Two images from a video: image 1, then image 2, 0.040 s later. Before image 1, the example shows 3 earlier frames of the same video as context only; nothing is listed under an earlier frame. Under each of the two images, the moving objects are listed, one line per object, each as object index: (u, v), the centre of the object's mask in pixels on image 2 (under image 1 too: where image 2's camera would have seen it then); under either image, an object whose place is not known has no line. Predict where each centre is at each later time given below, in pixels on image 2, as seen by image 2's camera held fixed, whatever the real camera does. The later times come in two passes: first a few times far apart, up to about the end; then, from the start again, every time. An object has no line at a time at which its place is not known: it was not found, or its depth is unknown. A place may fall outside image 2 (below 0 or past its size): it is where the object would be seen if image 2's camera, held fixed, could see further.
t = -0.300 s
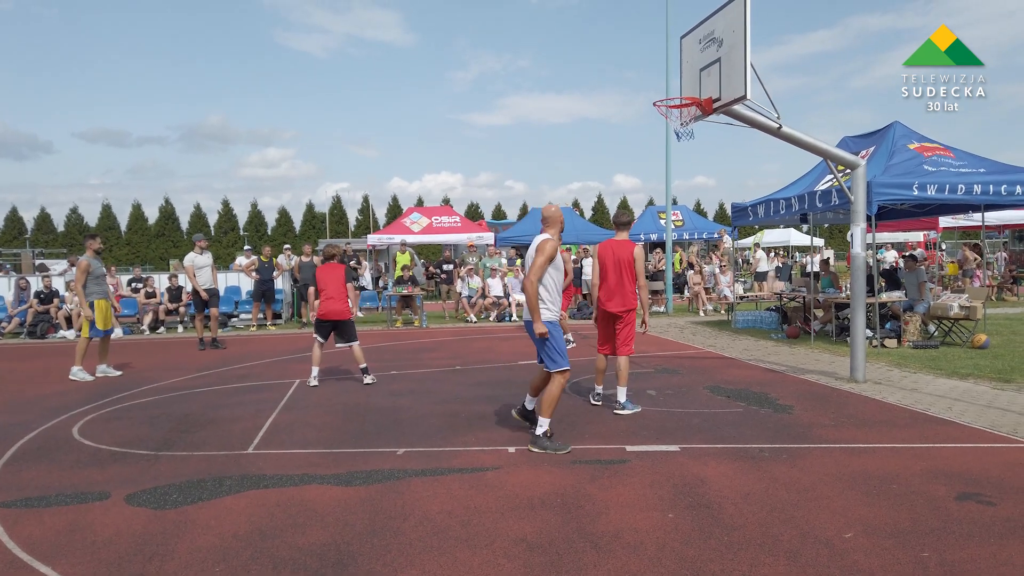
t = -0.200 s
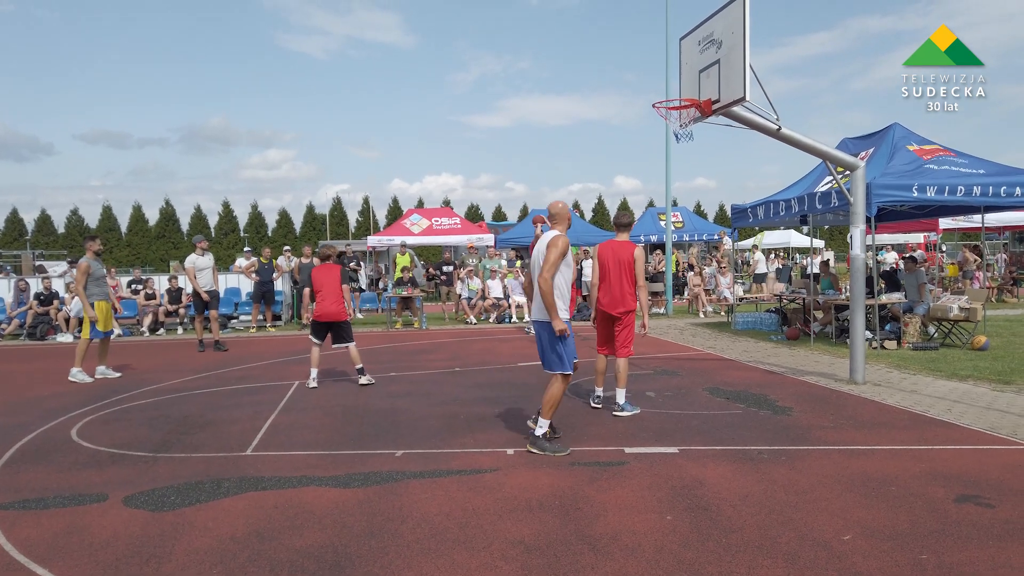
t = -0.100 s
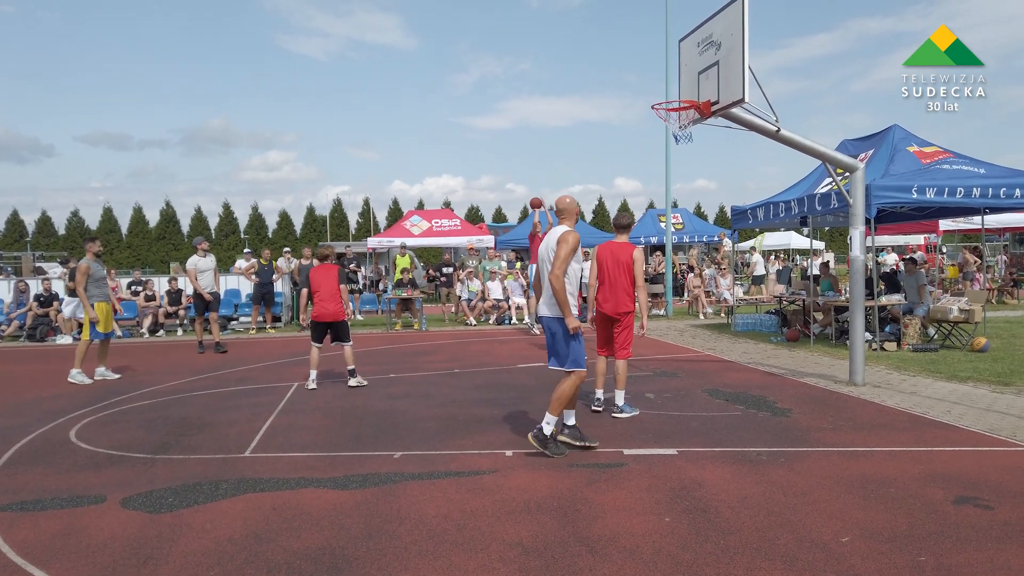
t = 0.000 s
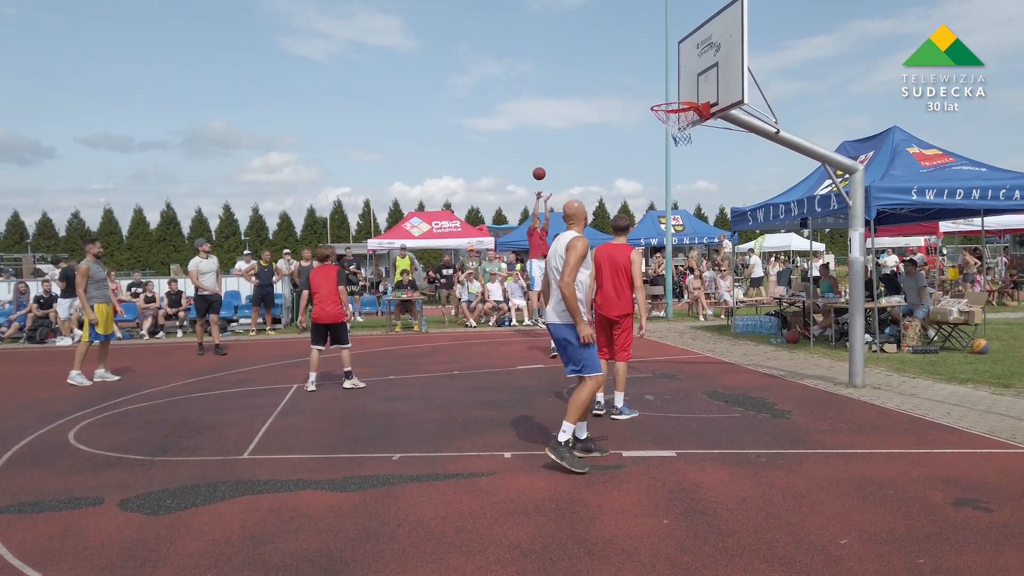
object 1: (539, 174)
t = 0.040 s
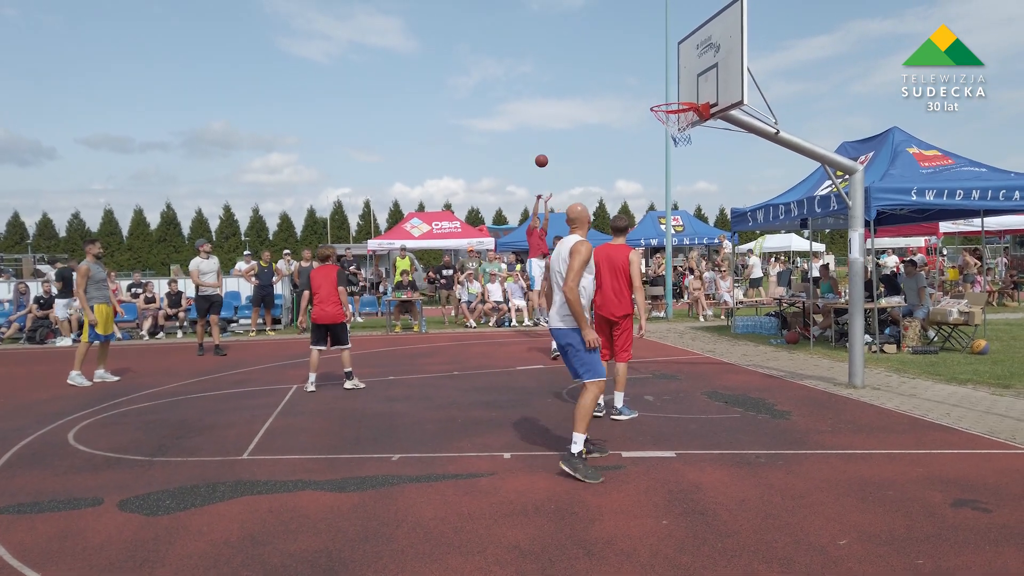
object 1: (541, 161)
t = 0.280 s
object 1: (560, 91)
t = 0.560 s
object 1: (586, 40)
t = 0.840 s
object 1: (622, 36)
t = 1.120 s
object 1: (670, 100)
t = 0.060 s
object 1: (543, 154)
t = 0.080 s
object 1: (544, 148)
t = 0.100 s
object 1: (545, 141)
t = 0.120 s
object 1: (547, 135)
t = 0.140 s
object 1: (549, 129)
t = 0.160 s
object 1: (550, 124)
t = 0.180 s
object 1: (552, 118)
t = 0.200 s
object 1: (553, 112)
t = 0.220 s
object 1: (555, 107)
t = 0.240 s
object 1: (556, 101)
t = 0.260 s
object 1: (558, 96)
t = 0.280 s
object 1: (560, 91)
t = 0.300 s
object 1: (561, 86)
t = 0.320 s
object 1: (563, 82)
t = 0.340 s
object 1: (565, 77)
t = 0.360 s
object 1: (567, 73)
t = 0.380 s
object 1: (568, 69)
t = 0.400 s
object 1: (570, 65)
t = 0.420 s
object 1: (572, 61)
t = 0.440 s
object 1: (574, 57)
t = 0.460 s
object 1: (576, 54)
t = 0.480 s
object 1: (578, 51)
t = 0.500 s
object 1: (580, 48)
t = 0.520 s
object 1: (582, 45)
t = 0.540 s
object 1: (584, 42)
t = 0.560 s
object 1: (586, 40)
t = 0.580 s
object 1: (589, 38)
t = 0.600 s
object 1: (591, 36)
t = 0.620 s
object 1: (593, 34)
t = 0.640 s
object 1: (596, 33)
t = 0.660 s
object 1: (598, 32)
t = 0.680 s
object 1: (600, 31)
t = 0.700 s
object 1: (603, 31)
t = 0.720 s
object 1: (606, 30)
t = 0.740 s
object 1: (608, 31)
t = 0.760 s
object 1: (611, 31)
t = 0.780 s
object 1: (614, 32)
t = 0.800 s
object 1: (616, 33)
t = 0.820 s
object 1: (619, 34)
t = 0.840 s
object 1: (622, 36)
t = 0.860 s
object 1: (625, 38)
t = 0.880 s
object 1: (628, 40)
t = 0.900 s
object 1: (631, 43)
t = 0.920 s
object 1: (634, 46)
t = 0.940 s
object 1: (638, 50)
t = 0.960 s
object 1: (641, 54)
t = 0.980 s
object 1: (644, 58)
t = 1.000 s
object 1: (648, 63)
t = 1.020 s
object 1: (651, 68)
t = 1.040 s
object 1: (655, 74)
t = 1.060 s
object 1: (659, 80)
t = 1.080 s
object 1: (662, 87)
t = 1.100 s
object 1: (666, 93)
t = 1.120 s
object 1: (670, 100)
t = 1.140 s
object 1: (671, 101)
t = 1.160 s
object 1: (672, 97)
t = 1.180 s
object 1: (673, 92)
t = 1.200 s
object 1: (674, 88)
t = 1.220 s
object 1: (674, 84)
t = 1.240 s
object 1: (674, 81)
